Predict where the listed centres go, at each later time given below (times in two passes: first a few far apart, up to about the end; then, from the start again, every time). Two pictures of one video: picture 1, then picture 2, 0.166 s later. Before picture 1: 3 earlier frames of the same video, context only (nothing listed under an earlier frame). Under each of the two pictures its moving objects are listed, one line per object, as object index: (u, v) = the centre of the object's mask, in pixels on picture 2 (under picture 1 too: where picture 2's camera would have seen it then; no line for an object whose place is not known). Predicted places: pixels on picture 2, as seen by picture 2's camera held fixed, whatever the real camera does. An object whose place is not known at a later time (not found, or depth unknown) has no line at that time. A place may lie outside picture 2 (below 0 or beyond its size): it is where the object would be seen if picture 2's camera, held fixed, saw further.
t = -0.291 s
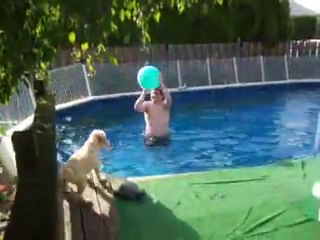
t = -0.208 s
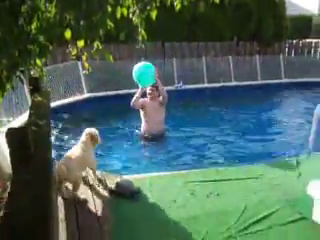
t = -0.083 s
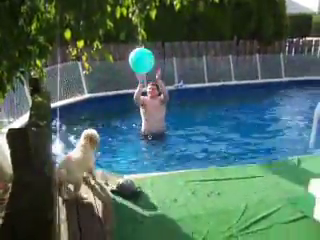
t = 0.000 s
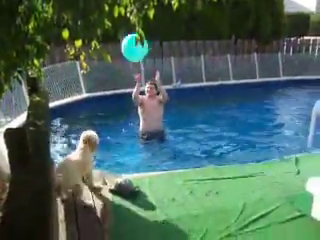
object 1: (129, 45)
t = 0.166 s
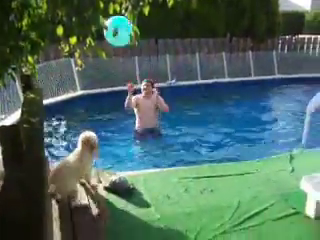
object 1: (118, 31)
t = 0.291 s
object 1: (109, 33)
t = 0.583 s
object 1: (86, 90)
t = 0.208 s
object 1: (115, 30)
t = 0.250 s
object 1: (112, 31)
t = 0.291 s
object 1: (109, 33)
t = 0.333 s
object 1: (107, 36)
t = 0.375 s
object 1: (102, 42)
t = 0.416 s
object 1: (99, 48)
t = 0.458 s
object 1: (95, 56)
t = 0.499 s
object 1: (92, 66)
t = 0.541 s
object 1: (89, 77)
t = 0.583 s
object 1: (86, 90)
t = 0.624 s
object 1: (82, 105)
